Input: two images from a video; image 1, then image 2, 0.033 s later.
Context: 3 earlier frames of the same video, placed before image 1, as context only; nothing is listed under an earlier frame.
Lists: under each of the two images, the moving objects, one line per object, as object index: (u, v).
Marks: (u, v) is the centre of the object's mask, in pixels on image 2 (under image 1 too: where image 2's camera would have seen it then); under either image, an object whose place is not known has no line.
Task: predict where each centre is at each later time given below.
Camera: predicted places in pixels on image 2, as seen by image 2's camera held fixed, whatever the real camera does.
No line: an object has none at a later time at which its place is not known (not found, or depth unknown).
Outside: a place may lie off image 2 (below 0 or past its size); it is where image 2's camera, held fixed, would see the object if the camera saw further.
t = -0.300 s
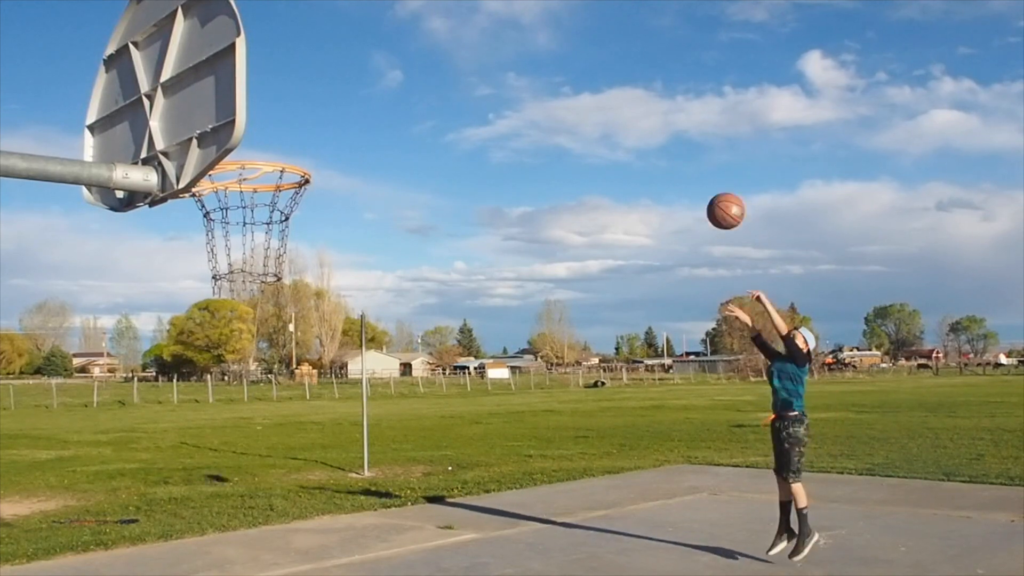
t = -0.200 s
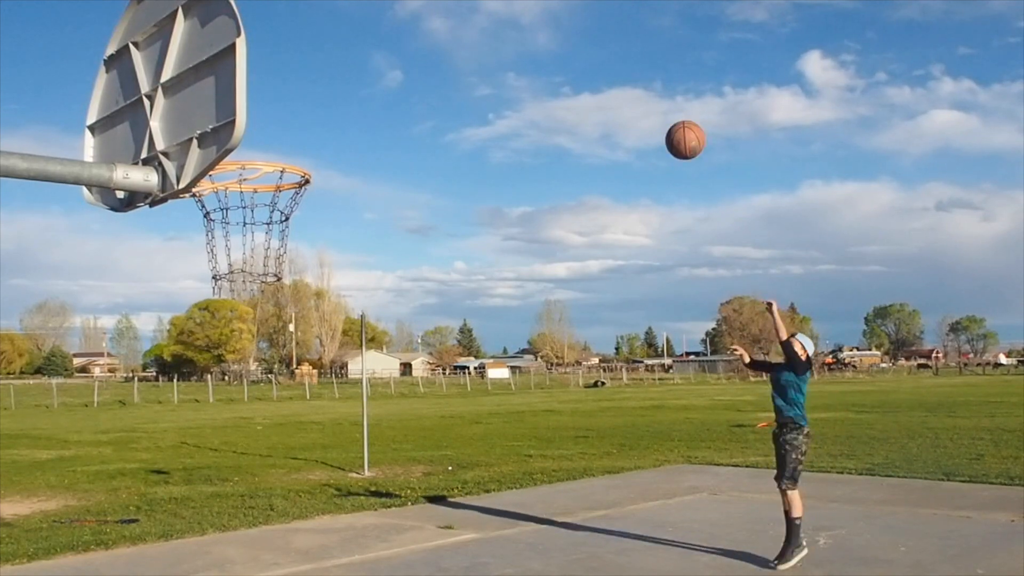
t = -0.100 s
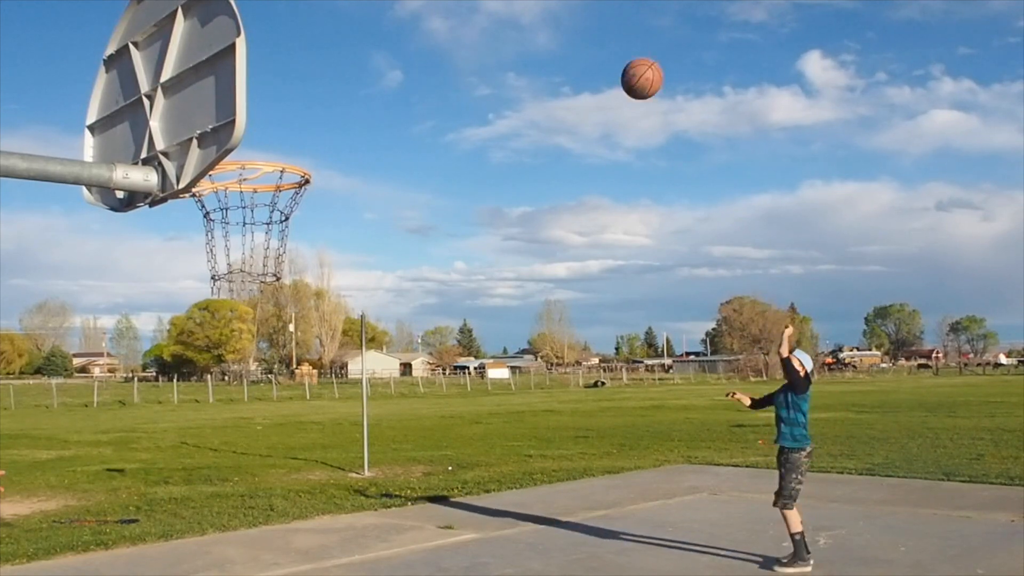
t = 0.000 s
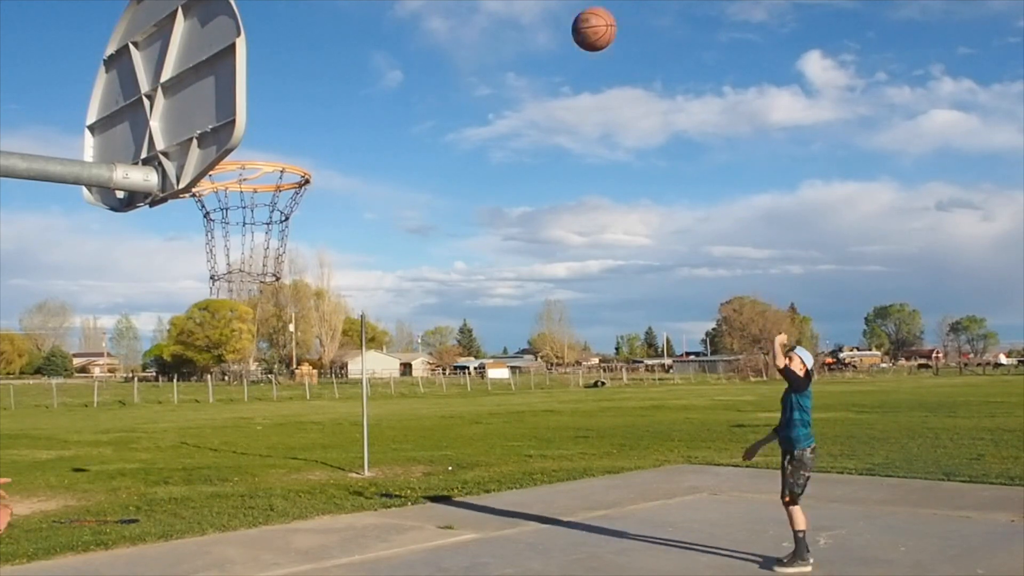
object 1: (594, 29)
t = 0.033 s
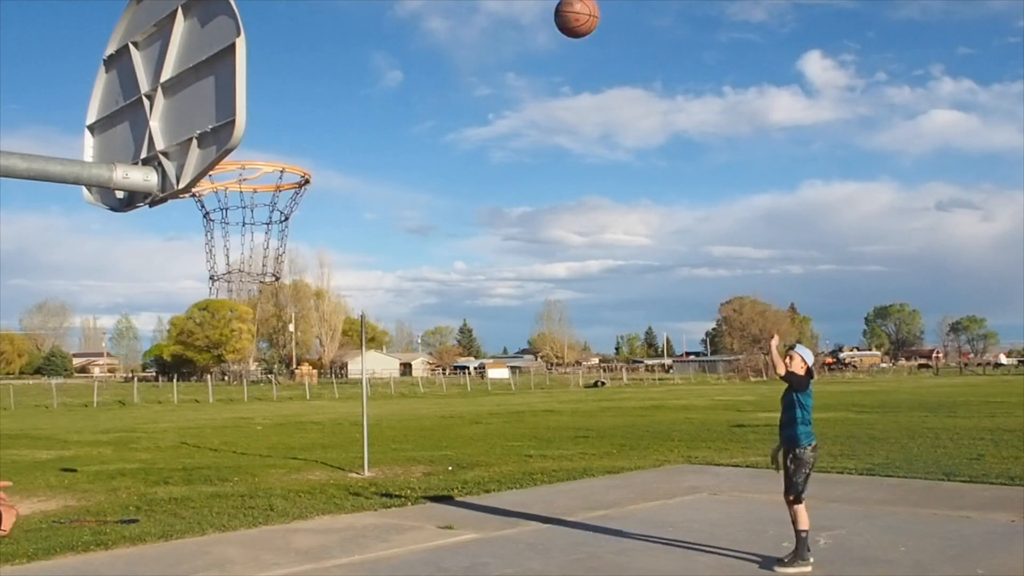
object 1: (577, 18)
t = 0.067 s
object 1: (559, 11)
